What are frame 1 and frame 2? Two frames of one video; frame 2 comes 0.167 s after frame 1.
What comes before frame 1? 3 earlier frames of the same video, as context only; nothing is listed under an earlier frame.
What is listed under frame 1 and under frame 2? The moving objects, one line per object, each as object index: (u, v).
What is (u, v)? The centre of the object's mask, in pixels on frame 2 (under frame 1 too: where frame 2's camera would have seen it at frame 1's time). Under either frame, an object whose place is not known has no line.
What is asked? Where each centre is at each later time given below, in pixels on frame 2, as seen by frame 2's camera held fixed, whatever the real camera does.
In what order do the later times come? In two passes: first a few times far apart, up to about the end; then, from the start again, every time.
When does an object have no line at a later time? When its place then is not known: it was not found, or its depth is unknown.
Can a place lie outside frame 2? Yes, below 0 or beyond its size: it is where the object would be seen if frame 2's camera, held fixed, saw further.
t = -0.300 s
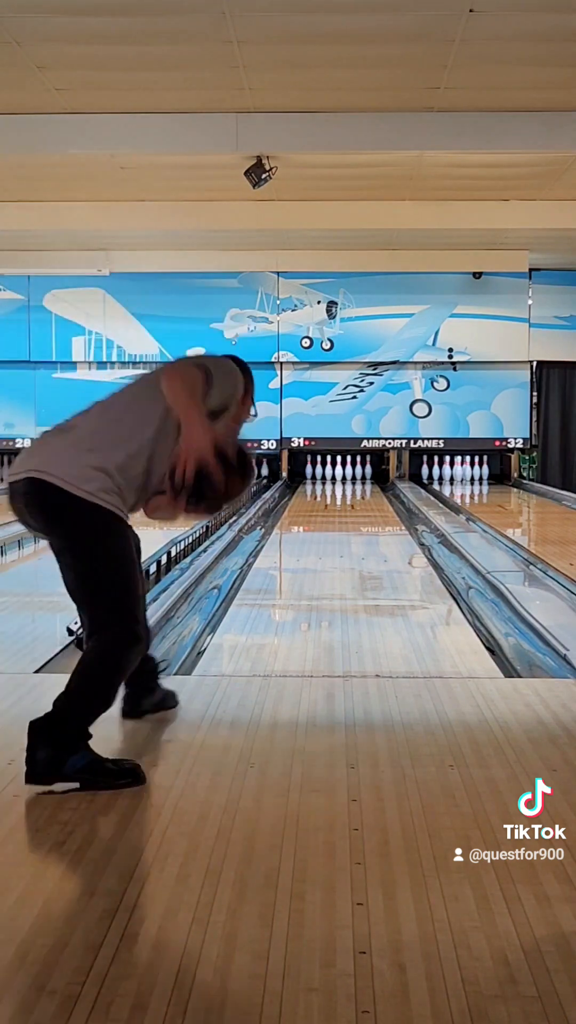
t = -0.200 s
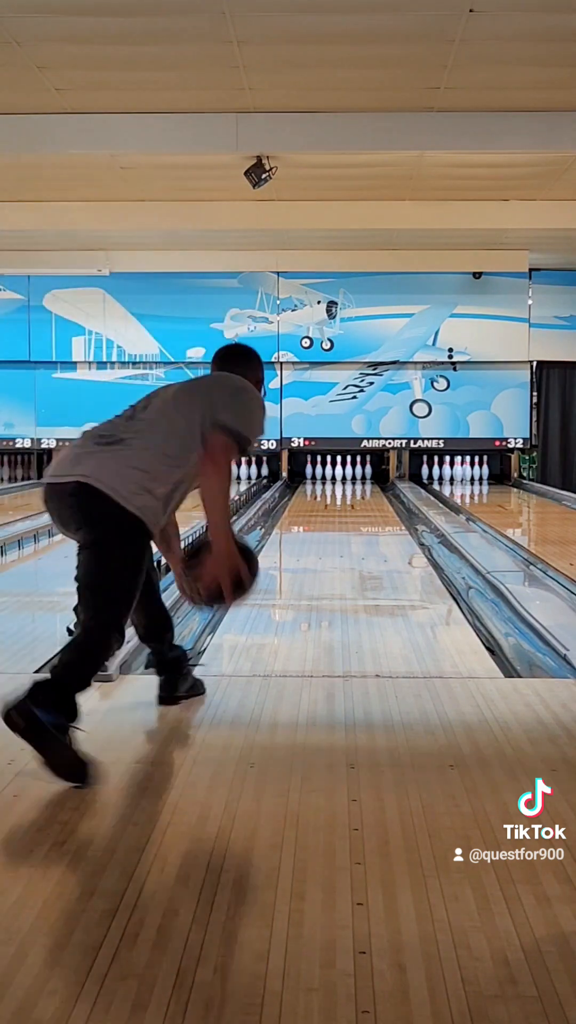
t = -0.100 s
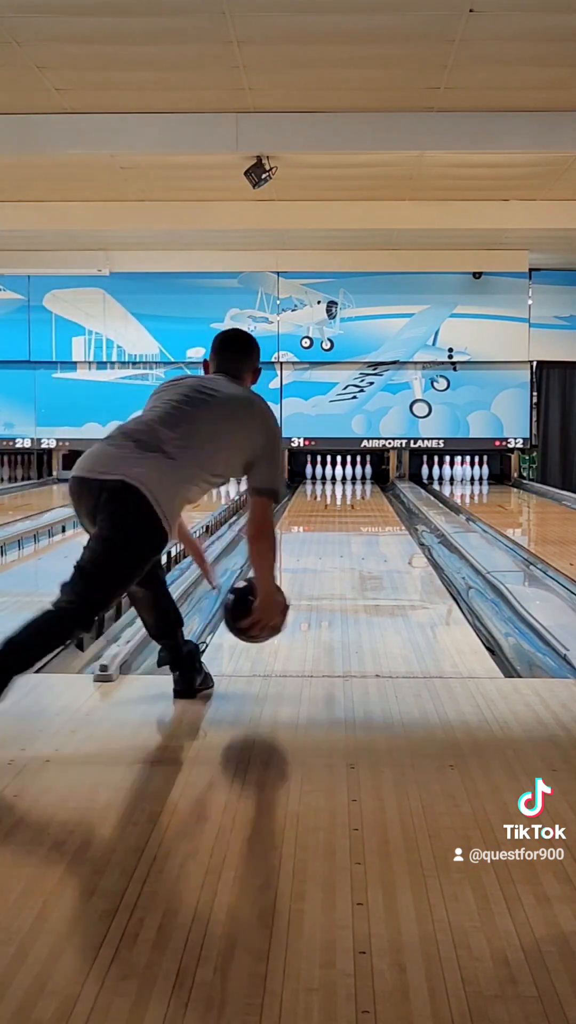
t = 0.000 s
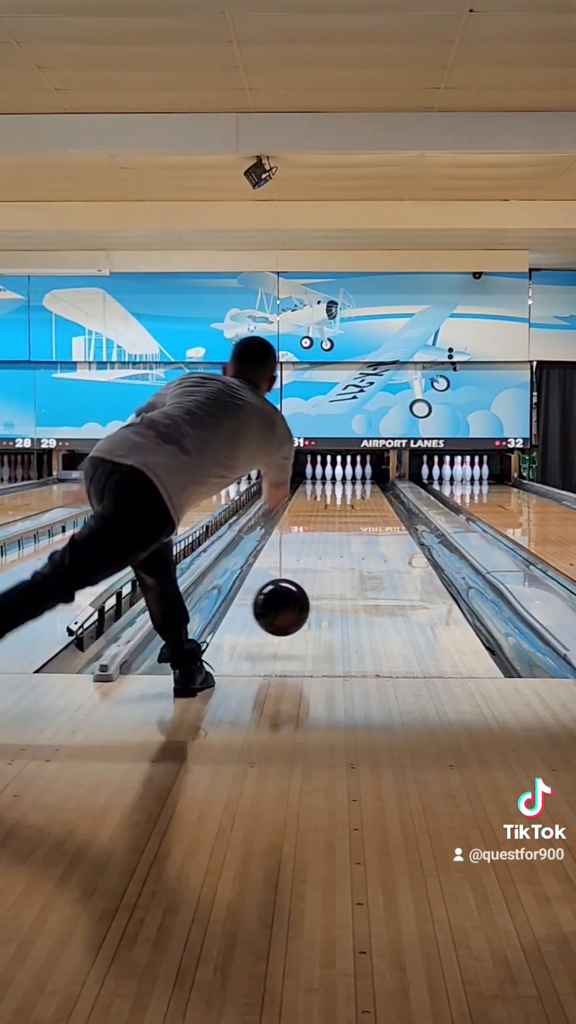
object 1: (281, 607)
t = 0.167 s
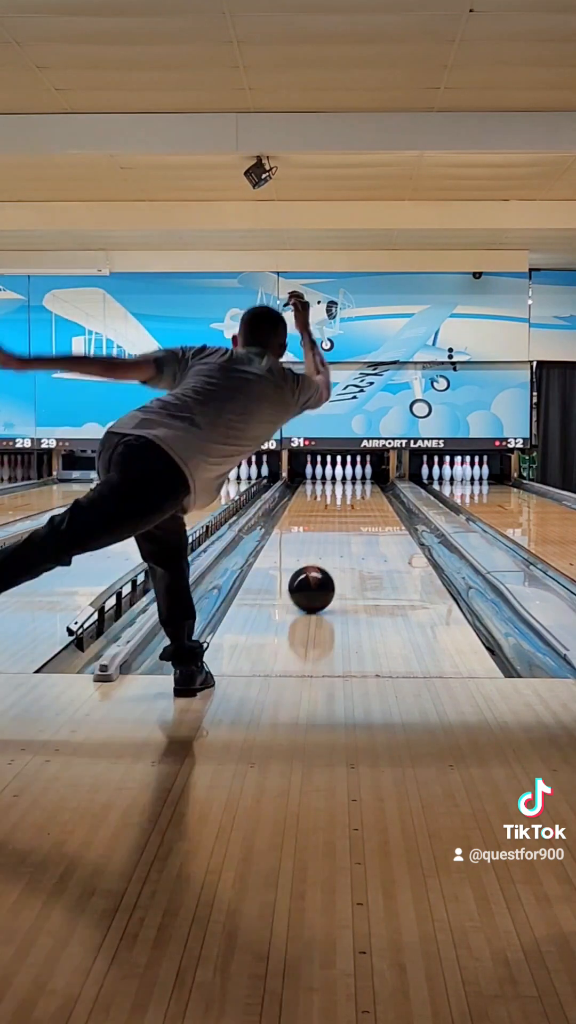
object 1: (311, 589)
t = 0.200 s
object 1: (316, 583)
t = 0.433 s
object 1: (341, 550)
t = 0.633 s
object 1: (355, 532)
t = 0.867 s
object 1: (367, 517)
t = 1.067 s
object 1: (373, 507)
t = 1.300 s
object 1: (377, 498)
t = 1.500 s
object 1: (377, 491)
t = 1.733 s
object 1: (374, 485)
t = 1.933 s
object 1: (366, 481)
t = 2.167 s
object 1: (353, 477)
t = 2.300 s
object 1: (346, 476)
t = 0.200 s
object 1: (316, 583)
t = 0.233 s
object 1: (321, 577)
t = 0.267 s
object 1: (325, 572)
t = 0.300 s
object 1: (329, 567)
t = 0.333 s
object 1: (332, 562)
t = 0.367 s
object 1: (335, 558)
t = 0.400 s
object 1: (338, 554)
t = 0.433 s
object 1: (341, 550)
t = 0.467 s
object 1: (344, 547)
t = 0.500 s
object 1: (347, 543)
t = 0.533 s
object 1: (349, 540)
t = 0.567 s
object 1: (351, 537)
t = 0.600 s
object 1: (354, 535)
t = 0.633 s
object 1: (355, 532)
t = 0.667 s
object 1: (357, 529)
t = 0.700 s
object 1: (359, 527)
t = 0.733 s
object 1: (361, 525)
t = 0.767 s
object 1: (362, 522)
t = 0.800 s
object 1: (364, 521)
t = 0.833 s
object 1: (365, 518)
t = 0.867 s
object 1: (367, 517)
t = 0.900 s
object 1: (368, 515)
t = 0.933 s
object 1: (369, 513)
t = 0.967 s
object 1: (370, 511)
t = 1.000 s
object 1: (371, 510)
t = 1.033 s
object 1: (372, 509)
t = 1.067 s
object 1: (373, 507)
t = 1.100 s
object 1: (374, 505)
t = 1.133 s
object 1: (374, 504)
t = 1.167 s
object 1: (375, 503)
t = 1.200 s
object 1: (376, 501)
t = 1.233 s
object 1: (376, 500)
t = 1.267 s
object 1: (377, 499)
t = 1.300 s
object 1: (377, 498)
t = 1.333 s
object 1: (377, 496)
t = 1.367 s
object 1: (377, 495)
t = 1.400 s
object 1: (377, 494)
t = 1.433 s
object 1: (377, 493)
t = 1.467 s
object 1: (377, 492)
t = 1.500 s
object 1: (377, 491)
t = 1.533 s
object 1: (377, 490)
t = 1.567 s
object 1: (376, 489)
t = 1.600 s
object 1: (375, 488)
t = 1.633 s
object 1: (375, 488)
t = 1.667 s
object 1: (374, 487)
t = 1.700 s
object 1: (374, 486)
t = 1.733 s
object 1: (374, 485)
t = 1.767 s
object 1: (372, 485)
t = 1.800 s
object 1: (371, 484)
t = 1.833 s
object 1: (371, 483)
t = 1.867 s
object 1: (369, 483)
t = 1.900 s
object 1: (367, 482)
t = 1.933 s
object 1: (366, 481)
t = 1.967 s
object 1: (364, 481)
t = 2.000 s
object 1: (363, 480)
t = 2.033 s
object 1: (361, 480)
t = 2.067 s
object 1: (359, 479)
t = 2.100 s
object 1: (358, 479)
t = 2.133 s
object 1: (355, 478)
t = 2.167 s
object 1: (353, 477)
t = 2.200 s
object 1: (351, 477)
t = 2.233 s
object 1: (350, 477)
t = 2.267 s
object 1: (348, 476)
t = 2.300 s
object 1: (346, 476)
